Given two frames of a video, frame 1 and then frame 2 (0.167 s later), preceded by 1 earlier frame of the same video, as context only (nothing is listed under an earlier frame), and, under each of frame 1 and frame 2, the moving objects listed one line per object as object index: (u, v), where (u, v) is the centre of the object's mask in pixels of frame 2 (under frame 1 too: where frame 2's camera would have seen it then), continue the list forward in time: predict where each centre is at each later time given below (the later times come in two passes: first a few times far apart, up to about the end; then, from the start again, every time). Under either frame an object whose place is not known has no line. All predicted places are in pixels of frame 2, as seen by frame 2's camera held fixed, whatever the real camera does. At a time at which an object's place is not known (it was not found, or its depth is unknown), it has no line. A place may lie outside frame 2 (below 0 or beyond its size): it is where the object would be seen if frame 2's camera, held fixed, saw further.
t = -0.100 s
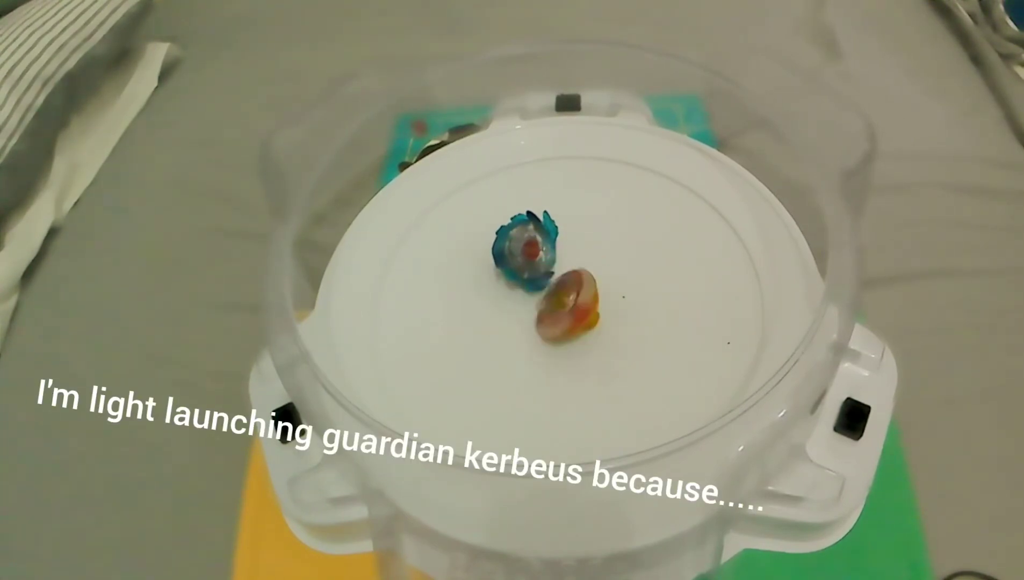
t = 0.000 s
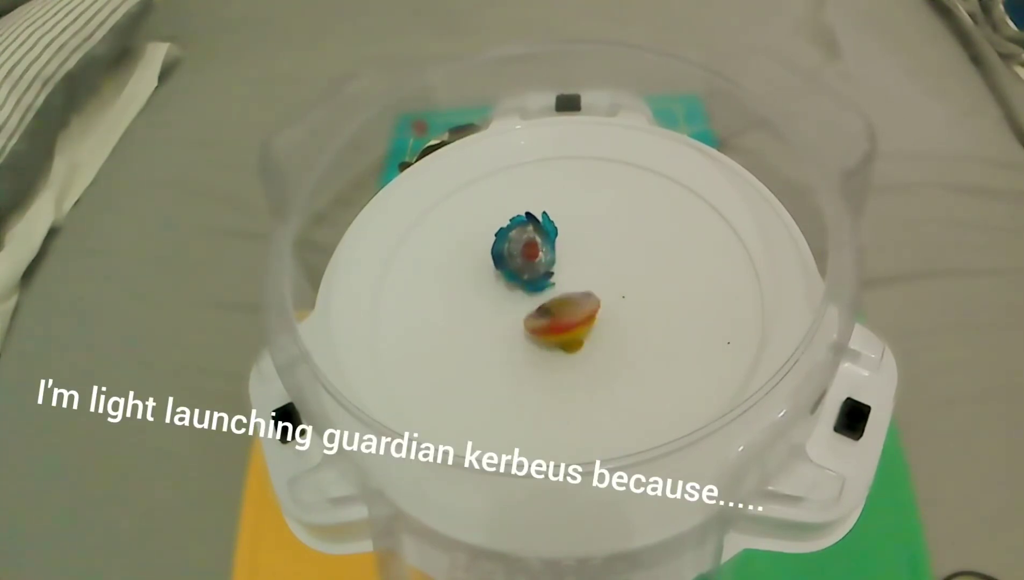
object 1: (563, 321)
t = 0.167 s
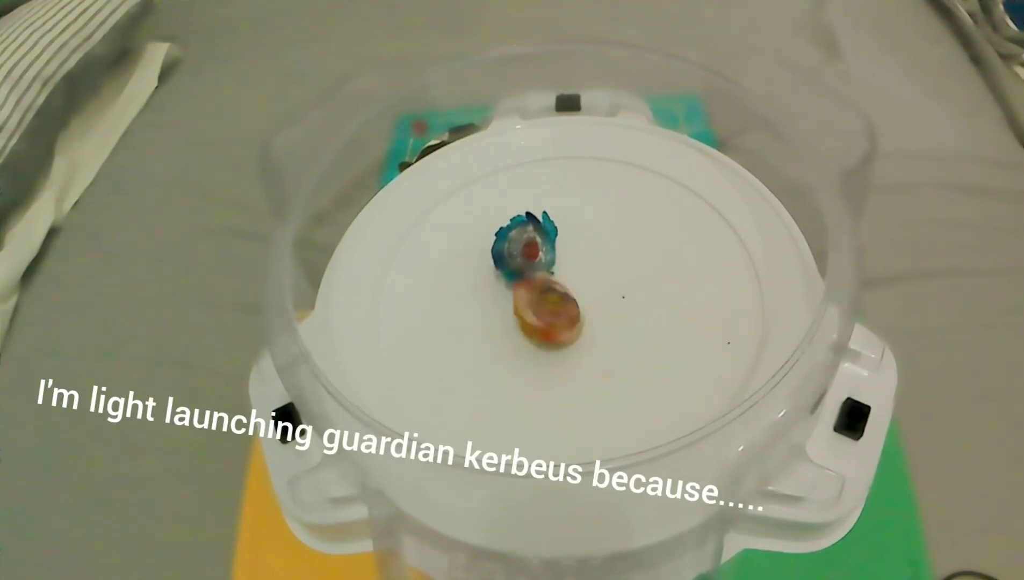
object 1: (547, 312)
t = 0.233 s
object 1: (549, 307)
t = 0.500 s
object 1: (567, 305)
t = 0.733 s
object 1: (560, 307)
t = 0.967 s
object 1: (560, 306)
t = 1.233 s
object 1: (566, 308)
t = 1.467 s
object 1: (556, 308)
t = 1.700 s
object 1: (560, 312)
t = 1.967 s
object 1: (548, 313)
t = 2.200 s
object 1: (553, 312)
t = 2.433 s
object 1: (554, 312)
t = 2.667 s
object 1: (553, 312)
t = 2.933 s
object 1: (552, 312)
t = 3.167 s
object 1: (553, 312)
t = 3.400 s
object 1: (553, 312)
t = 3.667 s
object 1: (553, 312)
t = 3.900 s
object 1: (553, 312)
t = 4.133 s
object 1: (553, 312)
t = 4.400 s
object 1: (553, 312)
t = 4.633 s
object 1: (553, 312)
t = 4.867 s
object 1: (553, 312)
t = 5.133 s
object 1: (553, 312)
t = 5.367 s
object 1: (553, 312)
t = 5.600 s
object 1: (553, 312)
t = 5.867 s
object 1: (553, 312)
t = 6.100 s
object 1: (553, 312)
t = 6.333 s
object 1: (553, 312)
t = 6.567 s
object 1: (553, 312)
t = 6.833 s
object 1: (553, 312)
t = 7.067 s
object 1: (553, 312)
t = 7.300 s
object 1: (553, 312)
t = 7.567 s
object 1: (553, 312)
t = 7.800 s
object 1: (553, 313)
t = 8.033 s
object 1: (553, 312)
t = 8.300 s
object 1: (553, 313)
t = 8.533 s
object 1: (553, 312)
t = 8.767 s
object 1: (553, 312)
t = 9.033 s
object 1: (553, 312)
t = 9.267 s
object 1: (553, 312)
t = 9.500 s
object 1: (553, 312)
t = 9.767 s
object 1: (553, 312)
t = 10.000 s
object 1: (553, 312)
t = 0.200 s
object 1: (547, 308)
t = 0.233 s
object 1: (549, 307)
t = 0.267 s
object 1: (553, 305)
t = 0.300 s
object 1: (555, 303)
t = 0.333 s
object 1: (558, 300)
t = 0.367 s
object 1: (561, 299)
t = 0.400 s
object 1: (564, 300)
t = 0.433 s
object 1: (564, 302)
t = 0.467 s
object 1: (565, 304)
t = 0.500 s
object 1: (567, 305)
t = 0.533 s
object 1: (570, 307)
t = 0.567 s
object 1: (569, 309)
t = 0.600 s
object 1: (567, 310)
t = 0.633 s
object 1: (565, 311)
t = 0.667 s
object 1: (562, 310)
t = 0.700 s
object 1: (560, 309)
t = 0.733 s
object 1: (560, 307)
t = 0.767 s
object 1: (558, 305)
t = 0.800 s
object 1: (556, 303)
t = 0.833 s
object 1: (557, 303)
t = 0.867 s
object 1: (558, 305)
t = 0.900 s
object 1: (560, 306)
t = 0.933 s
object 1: (560, 307)
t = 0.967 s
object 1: (560, 306)
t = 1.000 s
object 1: (560, 305)
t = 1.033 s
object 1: (560, 307)
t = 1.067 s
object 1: (561, 308)
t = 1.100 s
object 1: (561, 309)
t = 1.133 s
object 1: (561, 309)
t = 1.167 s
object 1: (562, 309)
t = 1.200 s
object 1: (564, 308)
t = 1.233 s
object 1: (566, 308)
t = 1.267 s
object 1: (567, 307)
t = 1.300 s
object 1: (564, 309)
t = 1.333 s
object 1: (561, 311)
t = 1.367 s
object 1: (558, 311)
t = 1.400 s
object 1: (556, 310)
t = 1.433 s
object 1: (556, 307)
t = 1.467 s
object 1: (556, 308)
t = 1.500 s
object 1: (556, 308)
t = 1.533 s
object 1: (556, 309)
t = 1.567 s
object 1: (557, 310)
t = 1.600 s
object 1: (558, 312)
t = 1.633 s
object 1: (559, 312)
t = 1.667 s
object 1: (560, 312)
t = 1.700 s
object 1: (560, 312)
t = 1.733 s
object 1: (559, 312)
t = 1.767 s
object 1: (556, 312)
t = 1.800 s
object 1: (554, 312)
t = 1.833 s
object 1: (551, 312)
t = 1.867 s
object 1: (549, 313)
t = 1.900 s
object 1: (547, 313)
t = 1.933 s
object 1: (547, 313)
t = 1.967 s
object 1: (548, 313)
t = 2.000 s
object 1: (550, 312)
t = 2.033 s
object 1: (551, 312)
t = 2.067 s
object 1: (554, 312)
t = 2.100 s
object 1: (555, 312)
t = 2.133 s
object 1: (554, 312)
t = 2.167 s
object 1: (554, 312)
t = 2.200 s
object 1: (553, 312)
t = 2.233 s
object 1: (552, 312)
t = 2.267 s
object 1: (552, 313)
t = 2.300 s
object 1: (552, 312)
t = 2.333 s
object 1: (553, 312)
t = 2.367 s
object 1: (553, 312)
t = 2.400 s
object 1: (554, 312)
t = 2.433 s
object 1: (554, 312)
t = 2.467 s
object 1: (554, 312)
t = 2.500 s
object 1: (553, 312)
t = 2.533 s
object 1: (553, 312)
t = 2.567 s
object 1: (553, 312)
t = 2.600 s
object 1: (552, 312)
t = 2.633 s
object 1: (553, 312)
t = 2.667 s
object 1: (553, 312)
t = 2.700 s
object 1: (553, 312)
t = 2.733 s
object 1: (553, 312)
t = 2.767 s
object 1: (553, 312)
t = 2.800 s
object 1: (553, 312)
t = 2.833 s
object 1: (553, 312)
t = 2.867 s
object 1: (552, 313)
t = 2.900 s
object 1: (552, 313)
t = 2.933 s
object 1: (552, 312)
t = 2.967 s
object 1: (552, 312)
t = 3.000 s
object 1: (553, 312)
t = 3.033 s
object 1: (553, 312)
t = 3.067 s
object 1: (553, 312)
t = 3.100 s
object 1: (553, 312)
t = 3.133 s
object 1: (553, 312)
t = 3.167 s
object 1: (553, 312)
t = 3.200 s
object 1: (552, 312)
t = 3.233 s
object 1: (552, 312)
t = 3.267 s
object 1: (552, 312)
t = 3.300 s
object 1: (553, 312)
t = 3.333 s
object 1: (553, 312)
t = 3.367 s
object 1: (553, 312)
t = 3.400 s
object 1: (553, 312)
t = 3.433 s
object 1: (553, 312)
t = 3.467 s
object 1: (553, 312)
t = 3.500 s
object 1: (553, 312)
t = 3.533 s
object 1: (553, 312)
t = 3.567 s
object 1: (553, 312)
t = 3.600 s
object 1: (553, 312)
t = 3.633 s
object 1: (553, 312)
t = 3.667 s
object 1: (553, 312)
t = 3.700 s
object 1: (553, 312)
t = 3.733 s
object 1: (553, 312)
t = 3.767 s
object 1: (553, 312)
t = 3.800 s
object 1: (553, 312)
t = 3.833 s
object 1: (553, 312)
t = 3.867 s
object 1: (553, 312)
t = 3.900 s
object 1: (553, 312)
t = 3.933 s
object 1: (553, 312)
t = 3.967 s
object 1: (553, 312)
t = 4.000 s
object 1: (553, 312)
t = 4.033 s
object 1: (553, 312)
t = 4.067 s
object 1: (553, 312)
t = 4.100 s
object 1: (553, 312)
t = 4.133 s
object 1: (553, 312)
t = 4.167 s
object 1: (553, 312)
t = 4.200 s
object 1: (553, 312)
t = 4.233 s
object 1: (553, 312)
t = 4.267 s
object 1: (553, 312)
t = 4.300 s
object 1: (553, 312)
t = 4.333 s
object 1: (553, 312)
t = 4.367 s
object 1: (553, 312)
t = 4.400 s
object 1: (553, 312)
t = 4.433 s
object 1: (553, 312)
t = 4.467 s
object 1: (553, 312)
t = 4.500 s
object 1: (553, 312)
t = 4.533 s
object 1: (553, 312)
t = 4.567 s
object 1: (553, 312)
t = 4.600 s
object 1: (553, 312)
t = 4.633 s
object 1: (553, 312)
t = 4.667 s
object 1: (553, 312)
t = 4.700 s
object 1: (553, 312)
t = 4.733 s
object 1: (553, 313)
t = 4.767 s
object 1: (553, 313)
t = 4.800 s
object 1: (553, 312)
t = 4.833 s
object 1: (553, 312)
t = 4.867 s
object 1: (553, 312)
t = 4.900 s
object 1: (553, 312)
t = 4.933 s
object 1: (553, 312)
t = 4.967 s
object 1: (553, 312)
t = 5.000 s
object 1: (553, 312)
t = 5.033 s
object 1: (553, 312)
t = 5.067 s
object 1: (553, 312)
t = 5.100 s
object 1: (553, 312)
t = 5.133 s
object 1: (553, 312)
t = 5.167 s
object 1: (553, 312)
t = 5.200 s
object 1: (553, 312)
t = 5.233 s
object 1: (553, 312)
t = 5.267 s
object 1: (553, 312)
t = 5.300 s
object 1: (553, 312)
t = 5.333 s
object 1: (553, 312)
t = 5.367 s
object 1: (553, 312)
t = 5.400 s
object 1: (553, 312)
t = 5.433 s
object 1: (553, 312)
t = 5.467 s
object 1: (553, 312)
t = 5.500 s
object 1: (553, 312)
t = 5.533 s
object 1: (553, 312)
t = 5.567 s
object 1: (553, 312)
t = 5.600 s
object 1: (553, 312)
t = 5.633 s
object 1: (553, 312)
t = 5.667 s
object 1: (553, 312)
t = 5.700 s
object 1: (553, 312)
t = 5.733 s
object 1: (553, 312)
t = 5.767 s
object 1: (553, 312)
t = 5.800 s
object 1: (553, 312)
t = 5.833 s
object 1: (553, 312)
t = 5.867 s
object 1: (553, 312)
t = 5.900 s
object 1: (553, 312)
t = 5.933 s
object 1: (553, 312)
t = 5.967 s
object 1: (553, 312)
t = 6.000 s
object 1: (553, 312)
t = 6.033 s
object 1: (553, 312)
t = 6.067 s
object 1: (553, 312)
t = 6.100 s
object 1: (553, 312)
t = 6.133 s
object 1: (553, 312)
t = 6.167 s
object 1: (553, 312)
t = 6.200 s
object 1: (553, 312)
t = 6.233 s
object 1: (553, 312)
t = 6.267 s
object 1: (553, 312)
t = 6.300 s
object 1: (553, 312)
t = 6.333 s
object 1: (553, 312)
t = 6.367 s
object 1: (553, 312)
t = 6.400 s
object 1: (553, 312)
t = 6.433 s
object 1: (553, 312)
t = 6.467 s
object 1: (553, 312)
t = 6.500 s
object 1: (553, 312)
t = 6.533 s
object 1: (553, 312)
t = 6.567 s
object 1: (553, 312)
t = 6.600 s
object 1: (553, 312)
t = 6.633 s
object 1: (553, 312)
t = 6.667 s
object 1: (553, 312)
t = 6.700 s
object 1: (553, 312)
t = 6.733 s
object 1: (553, 312)
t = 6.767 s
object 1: (553, 312)
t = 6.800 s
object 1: (553, 312)
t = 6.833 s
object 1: (553, 312)
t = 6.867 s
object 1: (553, 312)
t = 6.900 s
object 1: (553, 312)
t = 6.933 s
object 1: (553, 312)
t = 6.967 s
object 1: (553, 312)
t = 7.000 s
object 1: (553, 312)
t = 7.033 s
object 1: (553, 312)
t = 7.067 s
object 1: (553, 312)
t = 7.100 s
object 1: (553, 312)
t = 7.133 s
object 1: (553, 312)
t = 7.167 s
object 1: (553, 312)
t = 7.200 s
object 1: (553, 312)
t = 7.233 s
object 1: (553, 312)
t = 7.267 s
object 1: (553, 312)
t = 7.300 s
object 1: (553, 312)
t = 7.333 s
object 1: (553, 312)
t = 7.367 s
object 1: (553, 312)
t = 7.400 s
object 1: (553, 312)
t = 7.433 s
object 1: (553, 312)
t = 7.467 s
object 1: (553, 312)
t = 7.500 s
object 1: (553, 312)
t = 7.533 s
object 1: (553, 312)
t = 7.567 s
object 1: (553, 312)
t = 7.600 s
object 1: (553, 312)
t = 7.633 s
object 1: (553, 312)
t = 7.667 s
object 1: (553, 312)
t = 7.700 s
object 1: (553, 312)
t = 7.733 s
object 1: (553, 312)
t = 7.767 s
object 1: (553, 312)
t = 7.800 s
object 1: (553, 313)
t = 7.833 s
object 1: (553, 312)
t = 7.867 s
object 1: (553, 313)
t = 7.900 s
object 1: (553, 312)
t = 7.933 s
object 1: (553, 312)
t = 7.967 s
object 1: (553, 312)
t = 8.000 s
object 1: (553, 312)
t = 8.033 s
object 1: (553, 312)
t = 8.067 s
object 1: (553, 312)
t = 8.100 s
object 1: (553, 312)
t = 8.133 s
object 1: (553, 312)
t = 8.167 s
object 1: (553, 312)
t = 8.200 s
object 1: (553, 312)
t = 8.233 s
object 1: (553, 312)
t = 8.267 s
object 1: (553, 313)
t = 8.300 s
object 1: (553, 313)
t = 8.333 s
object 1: (553, 312)
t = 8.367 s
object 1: (553, 312)
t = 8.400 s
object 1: (553, 312)
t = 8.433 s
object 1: (553, 312)
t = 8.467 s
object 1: (553, 312)
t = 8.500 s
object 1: (553, 313)
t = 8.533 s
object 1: (553, 312)
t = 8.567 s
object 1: (553, 312)
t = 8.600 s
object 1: (553, 312)
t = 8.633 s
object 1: (553, 312)
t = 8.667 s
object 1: (553, 312)
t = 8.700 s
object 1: (553, 312)
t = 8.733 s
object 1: (553, 312)
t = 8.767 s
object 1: (553, 312)
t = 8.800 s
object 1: (553, 312)
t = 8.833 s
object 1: (553, 312)
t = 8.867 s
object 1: (553, 312)
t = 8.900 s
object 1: (553, 312)
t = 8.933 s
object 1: (553, 312)
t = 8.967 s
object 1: (553, 312)
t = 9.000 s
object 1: (553, 312)
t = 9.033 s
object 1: (553, 312)
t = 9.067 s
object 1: (553, 312)
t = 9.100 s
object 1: (553, 313)
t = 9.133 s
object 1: (553, 312)
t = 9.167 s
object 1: (553, 312)
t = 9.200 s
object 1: (553, 312)
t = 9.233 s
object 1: (553, 312)
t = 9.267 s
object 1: (553, 312)
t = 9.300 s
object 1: (553, 312)
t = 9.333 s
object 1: (553, 312)
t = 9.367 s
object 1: (553, 312)
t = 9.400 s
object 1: (553, 312)
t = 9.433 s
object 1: (553, 312)
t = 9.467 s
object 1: (553, 312)
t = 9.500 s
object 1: (553, 312)
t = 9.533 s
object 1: (553, 312)
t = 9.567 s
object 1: (553, 312)
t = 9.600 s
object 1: (553, 312)
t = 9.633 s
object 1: (553, 312)
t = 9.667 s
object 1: (553, 312)
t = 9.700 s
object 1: (553, 312)
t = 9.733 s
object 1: (553, 312)
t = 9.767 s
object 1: (553, 312)
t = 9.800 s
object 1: (553, 312)
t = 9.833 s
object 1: (553, 312)
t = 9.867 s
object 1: (553, 312)
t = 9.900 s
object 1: (553, 312)
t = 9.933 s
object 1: (553, 312)
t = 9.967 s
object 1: (553, 312)
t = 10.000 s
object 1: (553, 312)
